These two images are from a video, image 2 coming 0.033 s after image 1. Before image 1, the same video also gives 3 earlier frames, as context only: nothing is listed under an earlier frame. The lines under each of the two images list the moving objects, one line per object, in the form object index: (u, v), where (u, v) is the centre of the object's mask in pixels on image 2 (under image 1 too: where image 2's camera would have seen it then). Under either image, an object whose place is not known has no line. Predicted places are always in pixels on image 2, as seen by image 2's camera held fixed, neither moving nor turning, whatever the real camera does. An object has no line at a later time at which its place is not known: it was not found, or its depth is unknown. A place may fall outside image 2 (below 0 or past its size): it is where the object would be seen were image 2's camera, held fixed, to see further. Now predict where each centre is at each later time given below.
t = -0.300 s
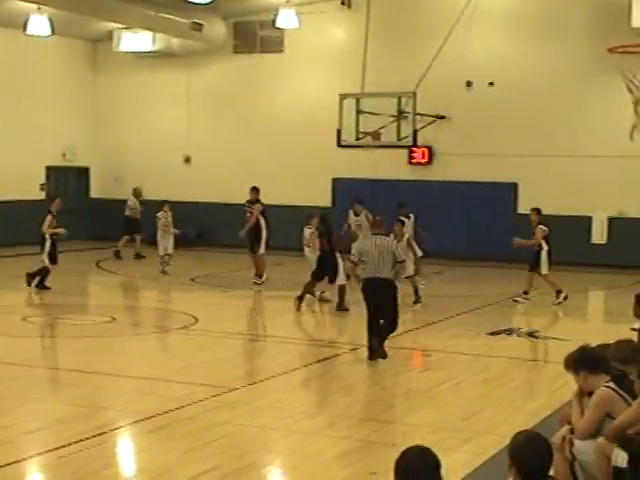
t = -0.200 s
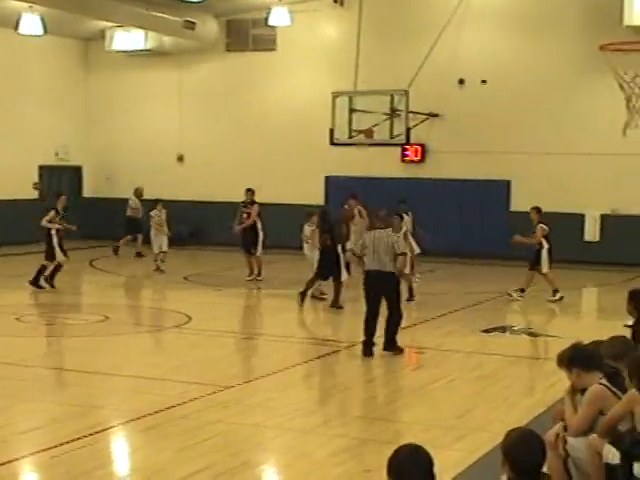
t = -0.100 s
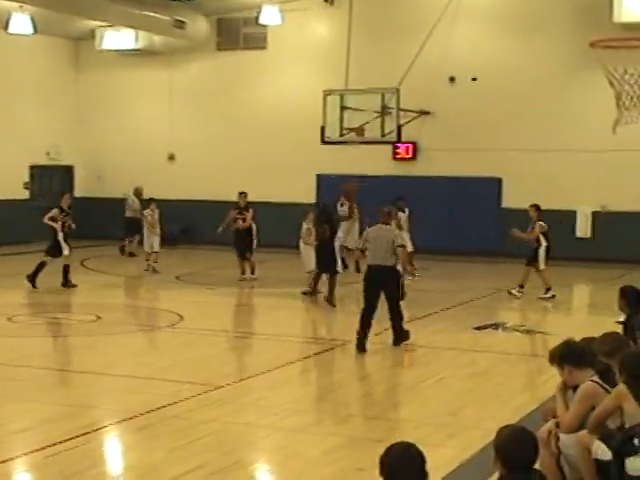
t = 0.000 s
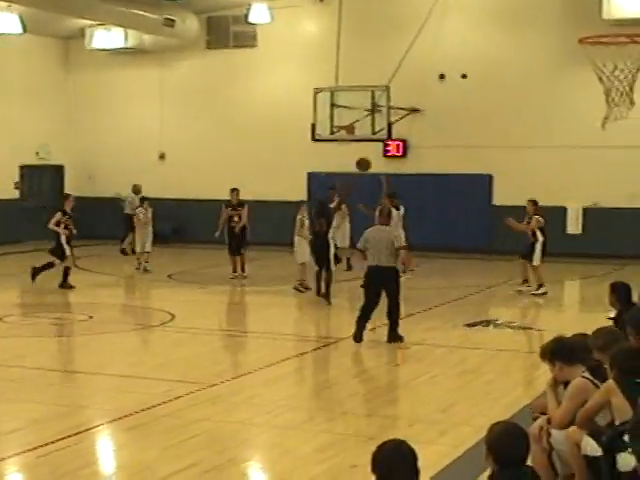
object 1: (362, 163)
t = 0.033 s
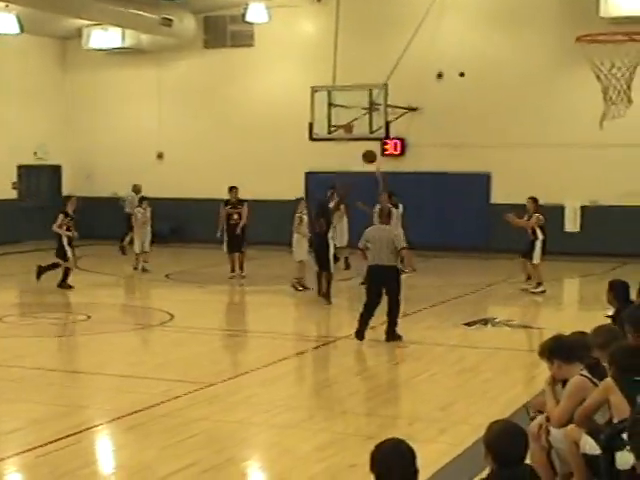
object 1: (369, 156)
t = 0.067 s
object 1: (376, 150)
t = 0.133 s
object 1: (395, 139)
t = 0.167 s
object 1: (403, 136)
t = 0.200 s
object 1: (411, 133)
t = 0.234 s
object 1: (419, 130)
